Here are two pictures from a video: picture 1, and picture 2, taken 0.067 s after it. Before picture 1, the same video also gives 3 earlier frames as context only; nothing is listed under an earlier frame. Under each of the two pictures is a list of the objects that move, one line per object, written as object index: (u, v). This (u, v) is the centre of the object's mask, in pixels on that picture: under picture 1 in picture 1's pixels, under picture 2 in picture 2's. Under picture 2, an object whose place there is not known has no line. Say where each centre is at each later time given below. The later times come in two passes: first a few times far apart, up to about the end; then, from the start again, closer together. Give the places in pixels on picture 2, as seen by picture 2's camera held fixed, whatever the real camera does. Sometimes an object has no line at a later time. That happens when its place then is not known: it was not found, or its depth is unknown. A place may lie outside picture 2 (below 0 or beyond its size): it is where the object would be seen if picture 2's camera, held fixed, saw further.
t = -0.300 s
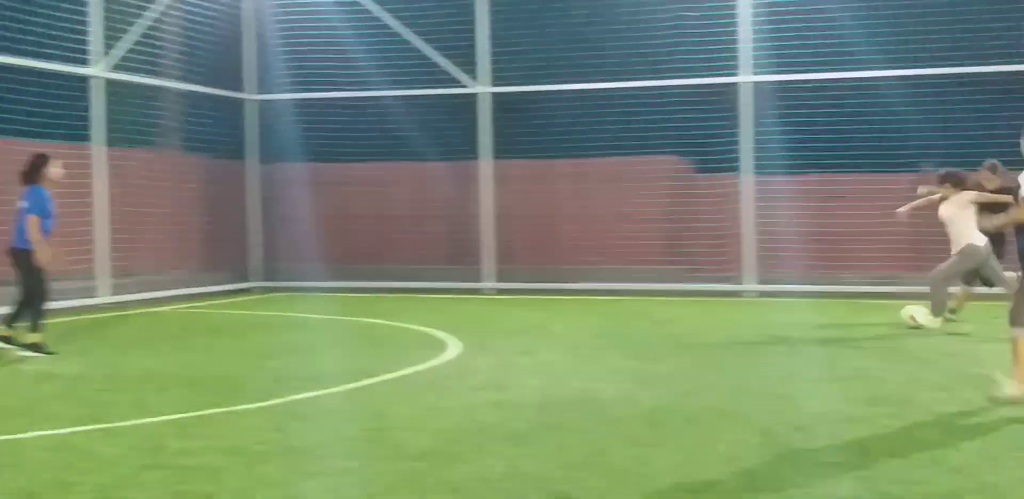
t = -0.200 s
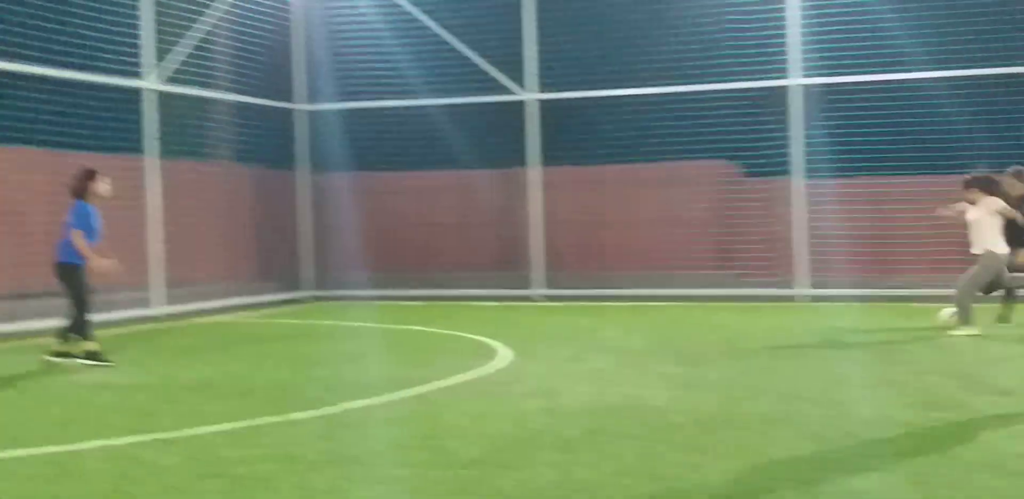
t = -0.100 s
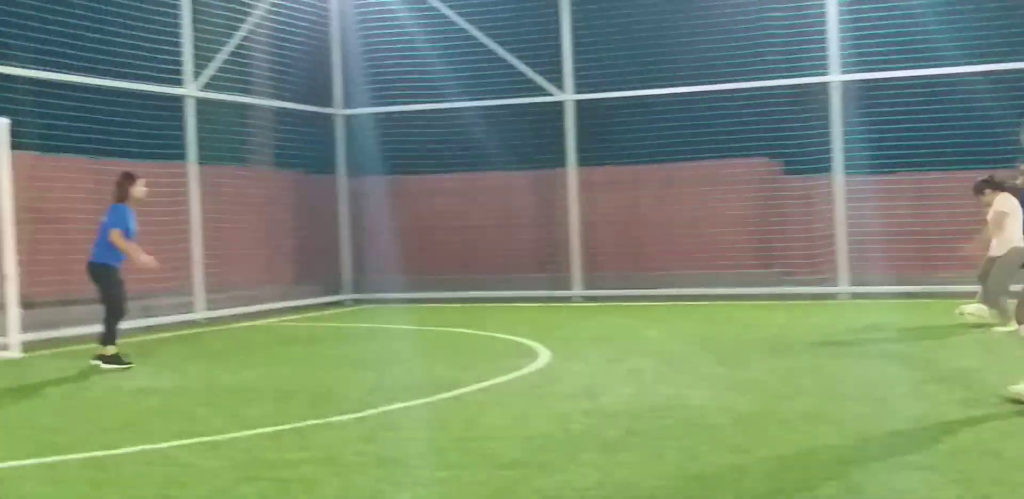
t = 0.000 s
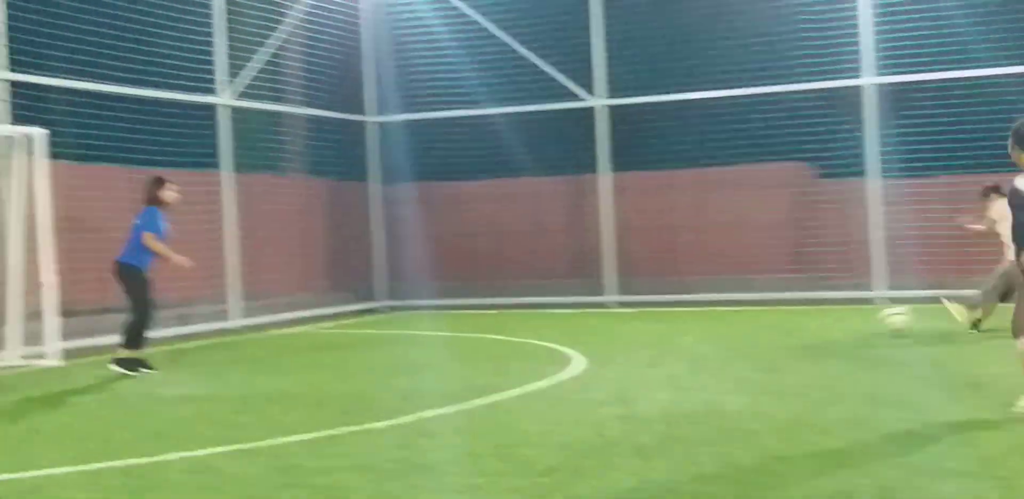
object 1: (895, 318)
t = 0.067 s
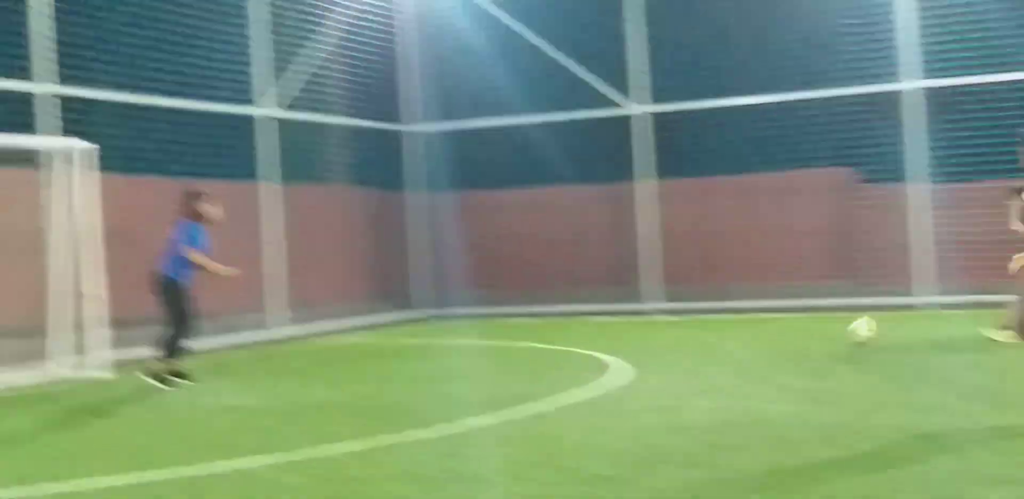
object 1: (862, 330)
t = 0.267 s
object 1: (649, 340)
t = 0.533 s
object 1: (400, 350)
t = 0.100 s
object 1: (826, 333)
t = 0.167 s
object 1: (756, 332)
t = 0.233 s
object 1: (683, 337)
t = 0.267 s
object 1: (649, 340)
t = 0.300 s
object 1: (615, 341)
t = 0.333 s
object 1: (585, 338)
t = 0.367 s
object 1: (552, 339)
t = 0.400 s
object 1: (520, 342)
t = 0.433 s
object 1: (489, 345)
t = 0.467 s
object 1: (459, 348)
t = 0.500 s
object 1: (429, 349)
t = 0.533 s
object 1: (400, 350)
